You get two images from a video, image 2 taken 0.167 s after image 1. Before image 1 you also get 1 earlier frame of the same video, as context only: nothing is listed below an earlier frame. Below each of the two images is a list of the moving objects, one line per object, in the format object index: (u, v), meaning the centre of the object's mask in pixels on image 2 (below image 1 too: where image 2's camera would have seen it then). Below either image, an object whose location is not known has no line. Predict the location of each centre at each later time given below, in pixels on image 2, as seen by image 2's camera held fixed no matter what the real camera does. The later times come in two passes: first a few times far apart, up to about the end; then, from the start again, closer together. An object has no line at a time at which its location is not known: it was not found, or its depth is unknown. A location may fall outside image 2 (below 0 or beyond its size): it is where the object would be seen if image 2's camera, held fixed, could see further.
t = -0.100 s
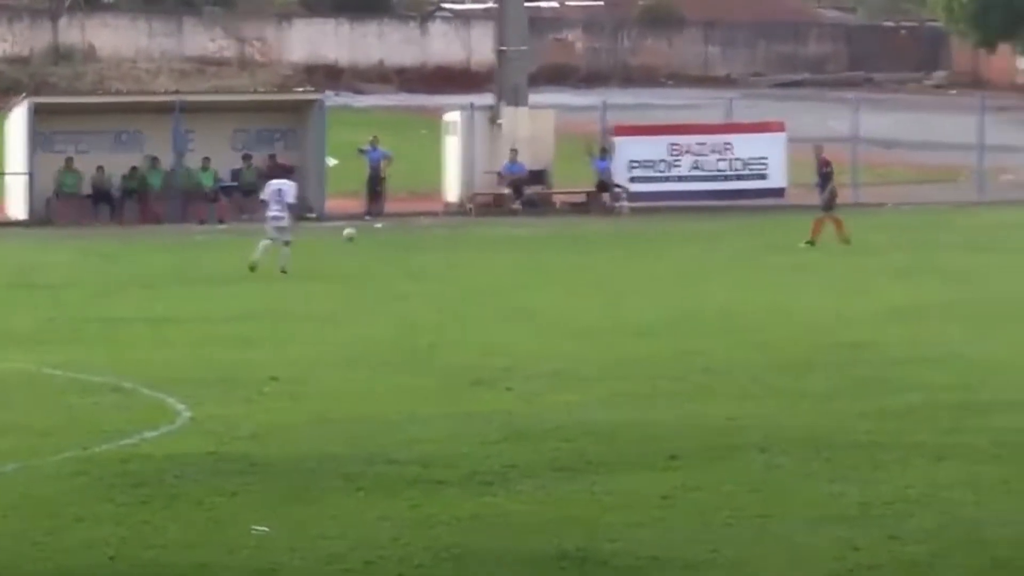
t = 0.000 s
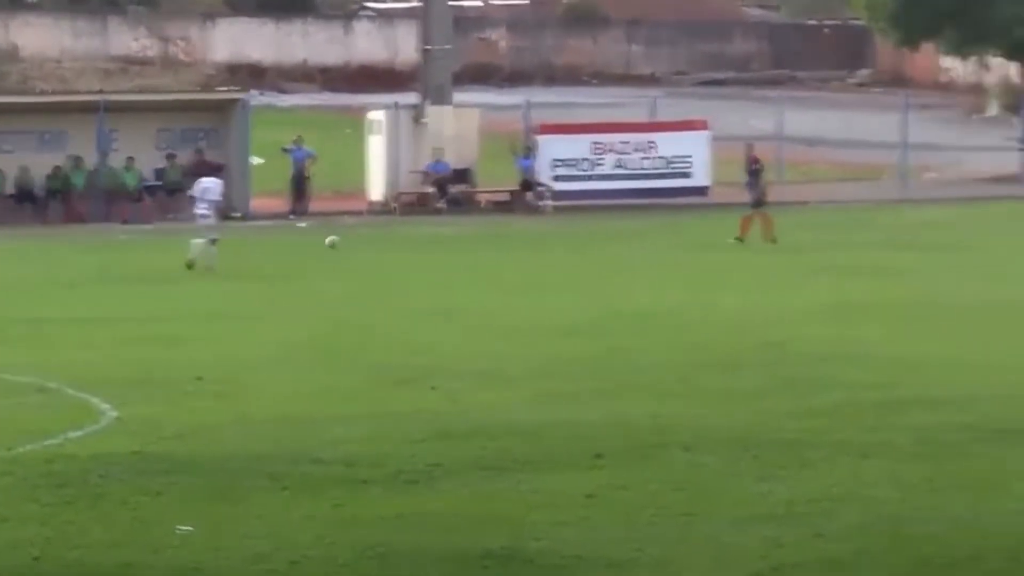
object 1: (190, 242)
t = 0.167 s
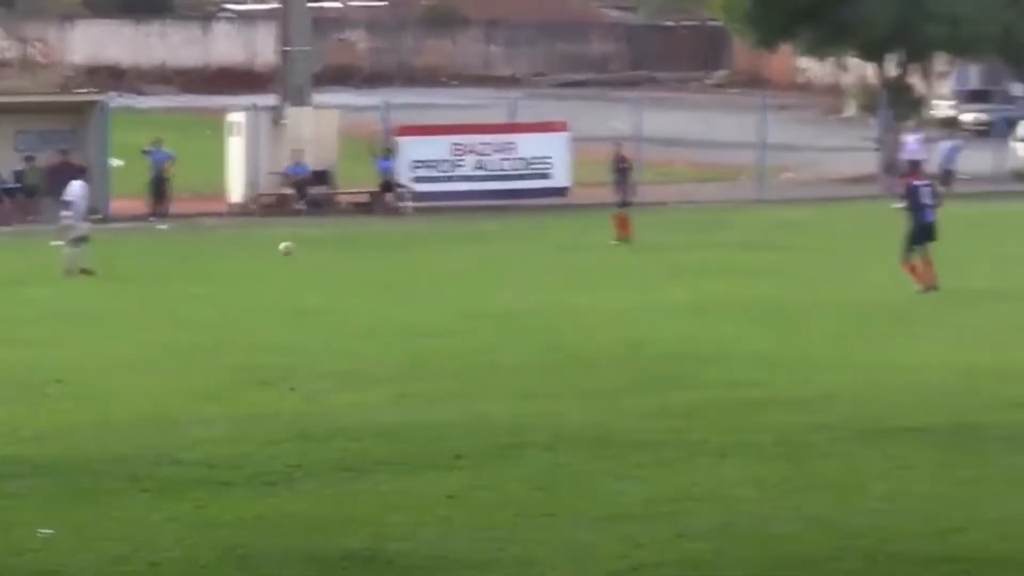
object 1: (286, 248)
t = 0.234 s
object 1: (320, 248)
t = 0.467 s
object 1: (439, 259)
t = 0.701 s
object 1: (543, 266)
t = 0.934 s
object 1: (643, 267)
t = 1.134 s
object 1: (728, 268)
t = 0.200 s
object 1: (304, 247)
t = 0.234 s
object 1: (320, 248)
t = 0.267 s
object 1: (339, 249)
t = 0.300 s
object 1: (356, 251)
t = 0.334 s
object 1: (374, 254)
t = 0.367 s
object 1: (392, 258)
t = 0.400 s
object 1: (410, 263)
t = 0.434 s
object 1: (425, 262)
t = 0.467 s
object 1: (439, 259)
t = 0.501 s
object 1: (453, 258)
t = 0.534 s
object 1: (467, 257)
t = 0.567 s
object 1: (483, 257)
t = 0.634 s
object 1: (513, 260)
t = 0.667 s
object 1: (528, 262)
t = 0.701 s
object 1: (543, 266)
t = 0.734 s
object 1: (558, 267)
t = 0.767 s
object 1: (572, 265)
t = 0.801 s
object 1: (587, 264)
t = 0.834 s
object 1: (601, 264)
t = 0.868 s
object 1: (614, 263)
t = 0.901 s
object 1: (629, 264)
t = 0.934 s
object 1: (643, 267)
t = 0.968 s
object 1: (656, 270)
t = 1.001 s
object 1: (671, 274)
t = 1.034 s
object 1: (685, 274)
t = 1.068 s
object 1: (700, 272)
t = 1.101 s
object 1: (714, 269)
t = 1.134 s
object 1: (728, 268)
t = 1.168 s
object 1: (743, 267)
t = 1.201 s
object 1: (757, 267)
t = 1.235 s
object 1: (771, 268)
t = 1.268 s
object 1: (785, 270)
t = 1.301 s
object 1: (800, 272)
